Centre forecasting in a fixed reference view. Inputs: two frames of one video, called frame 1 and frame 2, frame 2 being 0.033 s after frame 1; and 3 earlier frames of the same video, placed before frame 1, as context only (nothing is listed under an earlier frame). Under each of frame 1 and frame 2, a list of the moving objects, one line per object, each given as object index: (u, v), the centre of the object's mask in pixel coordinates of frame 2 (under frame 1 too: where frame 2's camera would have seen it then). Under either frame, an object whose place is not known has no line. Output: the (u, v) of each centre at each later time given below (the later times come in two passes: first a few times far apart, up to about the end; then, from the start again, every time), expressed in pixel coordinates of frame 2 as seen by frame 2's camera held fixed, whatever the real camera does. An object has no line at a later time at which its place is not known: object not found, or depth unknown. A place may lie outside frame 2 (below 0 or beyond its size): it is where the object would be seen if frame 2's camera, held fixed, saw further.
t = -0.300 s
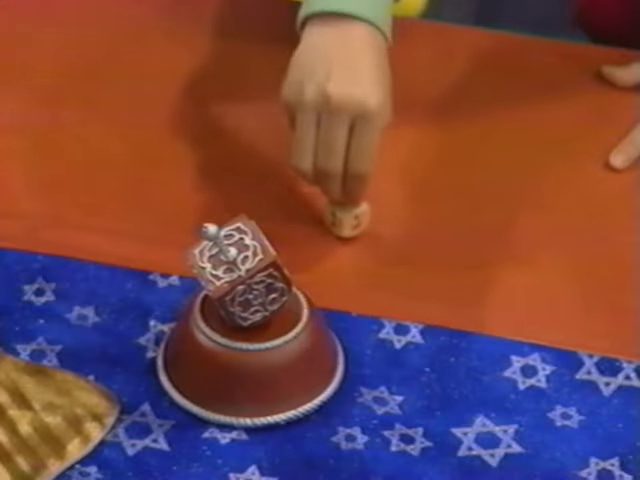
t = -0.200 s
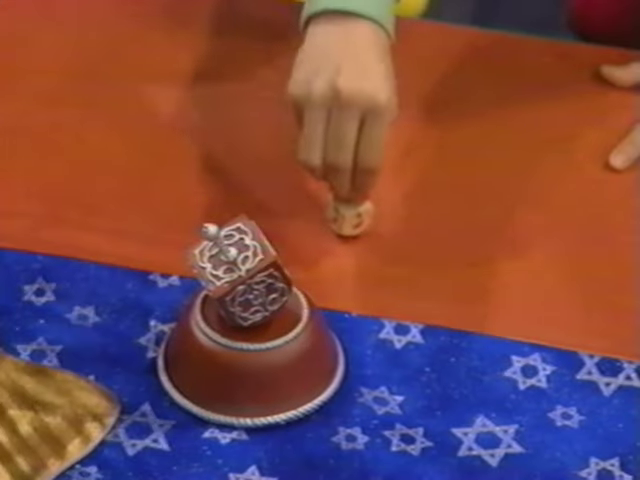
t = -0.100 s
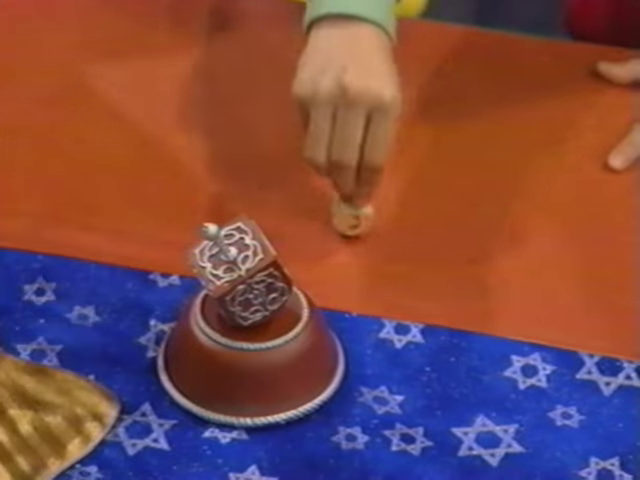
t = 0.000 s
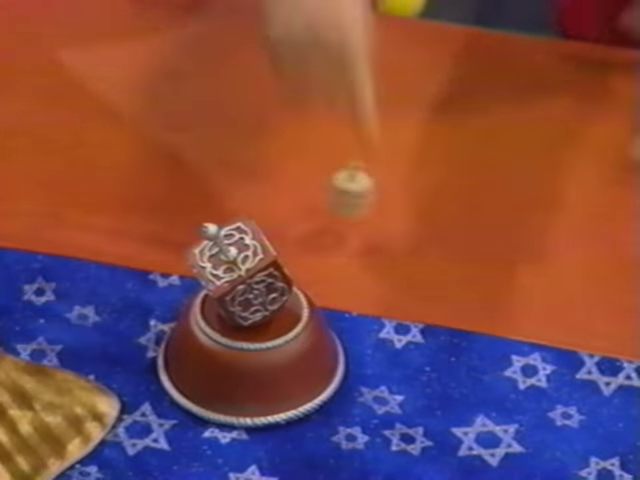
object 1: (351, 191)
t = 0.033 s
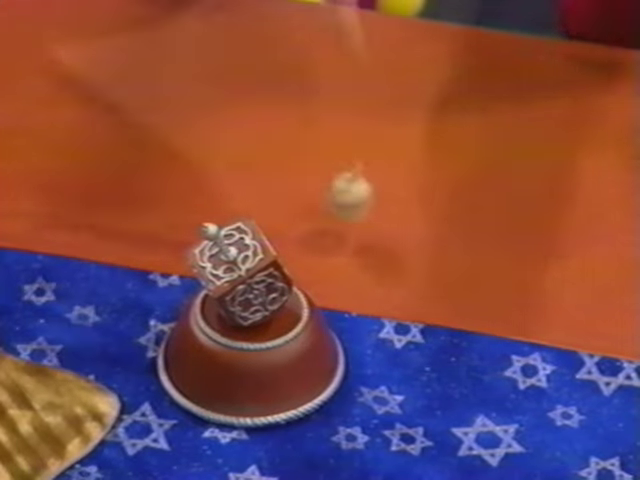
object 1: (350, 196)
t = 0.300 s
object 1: (353, 214)
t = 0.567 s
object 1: (365, 218)
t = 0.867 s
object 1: (355, 223)
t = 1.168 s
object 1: (346, 216)
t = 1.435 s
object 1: (353, 212)
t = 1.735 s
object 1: (357, 214)
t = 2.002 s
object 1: (344, 214)
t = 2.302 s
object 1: (337, 206)
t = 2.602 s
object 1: (349, 210)
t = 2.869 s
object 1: (341, 214)
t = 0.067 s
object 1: (347, 213)
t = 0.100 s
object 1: (346, 207)
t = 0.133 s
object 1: (346, 210)
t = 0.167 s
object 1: (348, 212)
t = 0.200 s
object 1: (351, 215)
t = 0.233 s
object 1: (351, 212)
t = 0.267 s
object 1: (352, 213)
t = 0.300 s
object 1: (353, 214)
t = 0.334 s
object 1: (354, 215)
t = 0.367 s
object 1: (355, 215)
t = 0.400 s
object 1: (358, 216)
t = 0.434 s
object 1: (360, 216)
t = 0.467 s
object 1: (362, 217)
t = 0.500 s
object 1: (364, 217)
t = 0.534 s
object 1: (365, 218)
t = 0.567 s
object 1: (365, 218)
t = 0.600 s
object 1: (366, 219)
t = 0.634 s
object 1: (365, 220)
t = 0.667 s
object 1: (364, 221)
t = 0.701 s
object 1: (363, 222)
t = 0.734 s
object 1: (362, 222)
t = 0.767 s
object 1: (360, 223)
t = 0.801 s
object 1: (360, 223)
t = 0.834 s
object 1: (357, 223)
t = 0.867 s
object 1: (355, 223)
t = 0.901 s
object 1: (354, 223)
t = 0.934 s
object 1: (353, 223)
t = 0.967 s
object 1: (350, 222)
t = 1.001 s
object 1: (350, 221)
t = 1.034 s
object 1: (350, 220)
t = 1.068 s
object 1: (348, 219)
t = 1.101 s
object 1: (347, 218)
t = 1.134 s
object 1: (346, 217)
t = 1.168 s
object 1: (346, 216)
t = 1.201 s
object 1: (346, 215)
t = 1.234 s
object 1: (346, 215)
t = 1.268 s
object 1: (347, 213)
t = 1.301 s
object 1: (349, 213)
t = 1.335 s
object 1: (350, 213)
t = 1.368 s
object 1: (350, 213)
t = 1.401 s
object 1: (352, 212)
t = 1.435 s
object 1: (353, 212)
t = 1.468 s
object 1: (355, 212)
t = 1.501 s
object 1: (357, 213)
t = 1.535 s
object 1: (357, 213)
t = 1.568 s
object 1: (357, 213)
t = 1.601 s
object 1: (358, 214)
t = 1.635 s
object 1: (359, 214)
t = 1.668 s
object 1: (358, 214)
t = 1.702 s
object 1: (357, 214)
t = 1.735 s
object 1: (357, 214)
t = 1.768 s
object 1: (356, 215)
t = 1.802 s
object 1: (354, 216)
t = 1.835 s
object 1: (353, 216)
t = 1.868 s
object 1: (351, 215)
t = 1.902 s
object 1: (349, 215)
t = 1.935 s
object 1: (347, 215)
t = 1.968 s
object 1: (345, 214)
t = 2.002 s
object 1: (344, 214)
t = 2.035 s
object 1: (341, 214)
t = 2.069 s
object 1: (339, 213)
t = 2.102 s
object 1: (338, 212)
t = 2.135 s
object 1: (337, 211)
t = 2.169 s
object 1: (337, 210)
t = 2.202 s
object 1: (337, 209)
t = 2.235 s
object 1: (337, 208)
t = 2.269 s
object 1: (337, 208)
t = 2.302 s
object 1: (337, 206)
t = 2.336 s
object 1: (339, 205)
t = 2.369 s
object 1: (341, 205)
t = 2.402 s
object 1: (343, 205)
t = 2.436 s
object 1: (345, 205)
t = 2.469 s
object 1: (345, 206)
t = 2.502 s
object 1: (346, 206)
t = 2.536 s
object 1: (348, 208)
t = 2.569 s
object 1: (349, 209)
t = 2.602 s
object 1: (349, 210)
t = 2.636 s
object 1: (350, 211)
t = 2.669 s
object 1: (350, 212)
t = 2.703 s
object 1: (349, 212)
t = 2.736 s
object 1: (349, 213)
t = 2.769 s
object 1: (347, 214)
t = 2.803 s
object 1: (346, 214)
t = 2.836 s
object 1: (344, 214)
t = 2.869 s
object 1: (341, 214)
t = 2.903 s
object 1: (338, 214)
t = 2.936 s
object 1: (335, 214)
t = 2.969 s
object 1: (330, 214)
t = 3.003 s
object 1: (327, 212)
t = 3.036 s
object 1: (324, 211)
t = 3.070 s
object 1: (319, 211)
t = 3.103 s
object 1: (317, 209)
